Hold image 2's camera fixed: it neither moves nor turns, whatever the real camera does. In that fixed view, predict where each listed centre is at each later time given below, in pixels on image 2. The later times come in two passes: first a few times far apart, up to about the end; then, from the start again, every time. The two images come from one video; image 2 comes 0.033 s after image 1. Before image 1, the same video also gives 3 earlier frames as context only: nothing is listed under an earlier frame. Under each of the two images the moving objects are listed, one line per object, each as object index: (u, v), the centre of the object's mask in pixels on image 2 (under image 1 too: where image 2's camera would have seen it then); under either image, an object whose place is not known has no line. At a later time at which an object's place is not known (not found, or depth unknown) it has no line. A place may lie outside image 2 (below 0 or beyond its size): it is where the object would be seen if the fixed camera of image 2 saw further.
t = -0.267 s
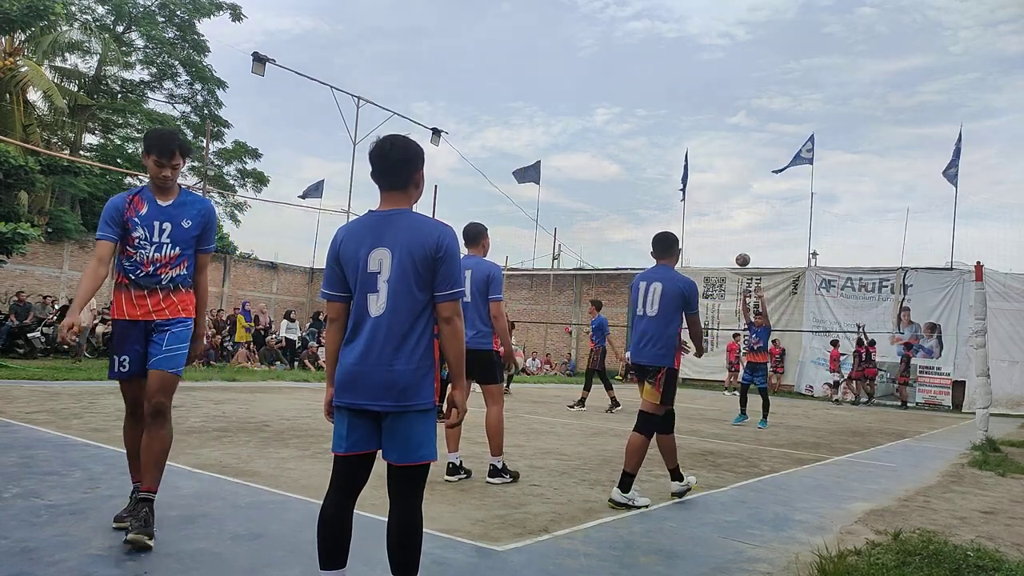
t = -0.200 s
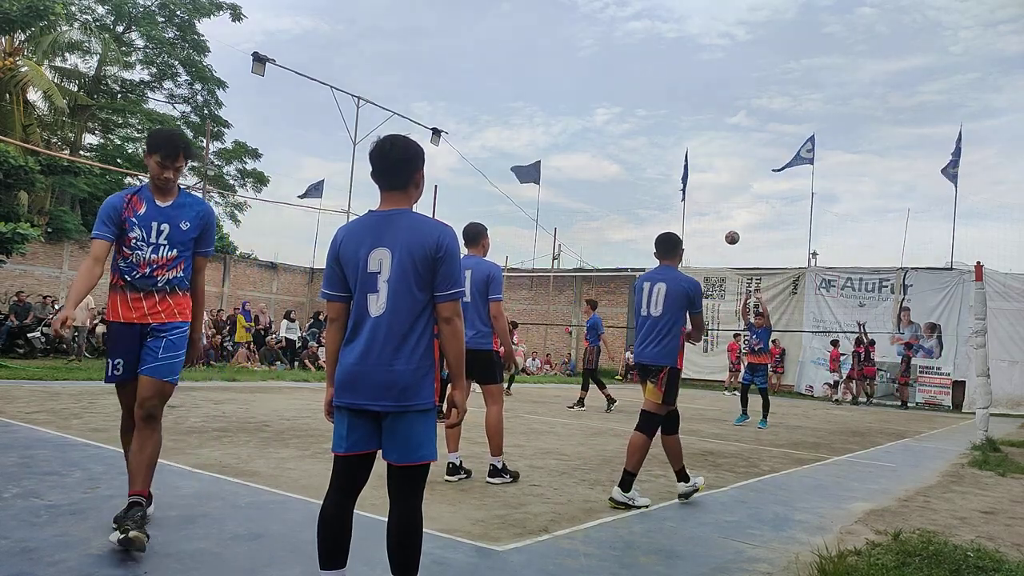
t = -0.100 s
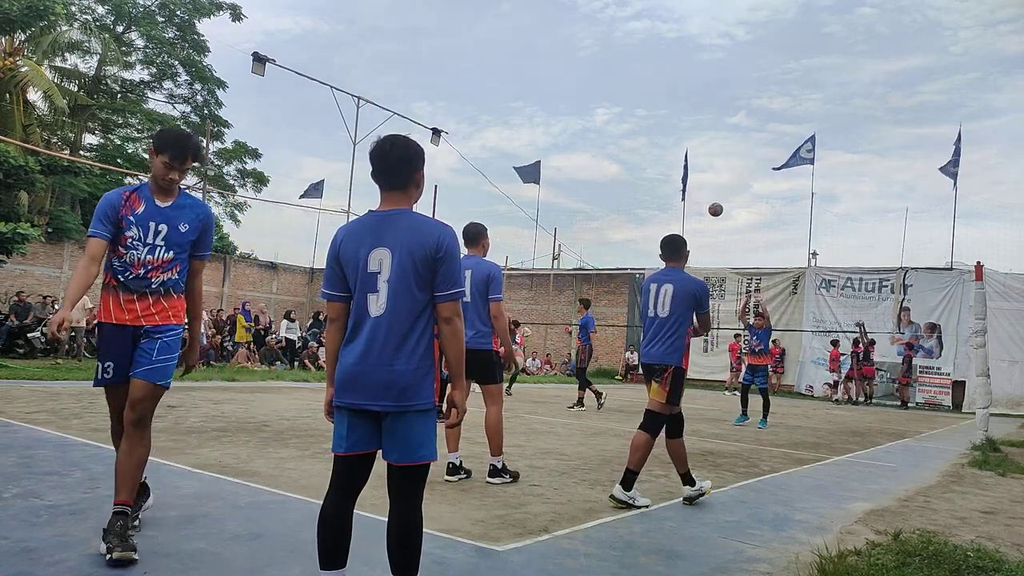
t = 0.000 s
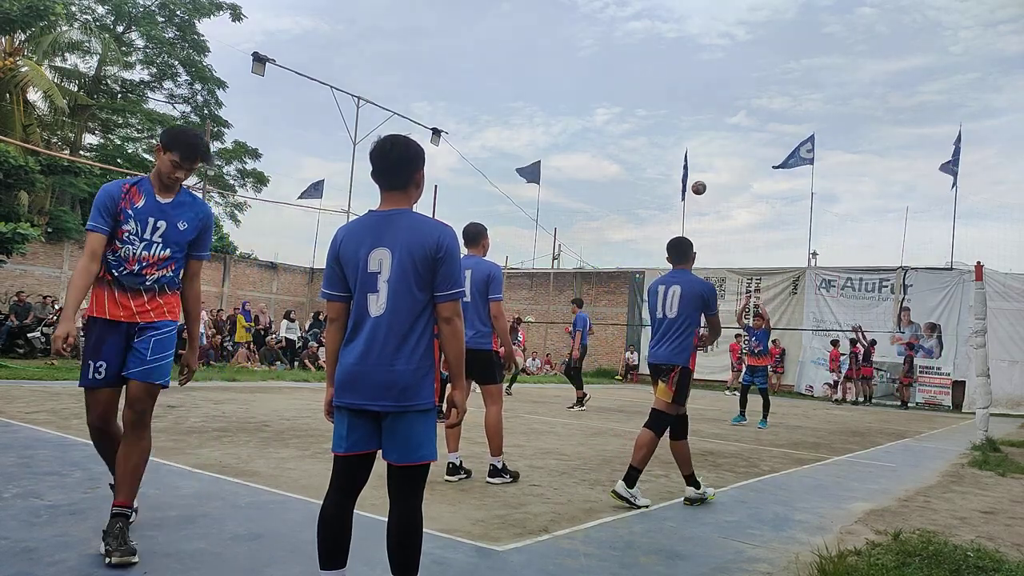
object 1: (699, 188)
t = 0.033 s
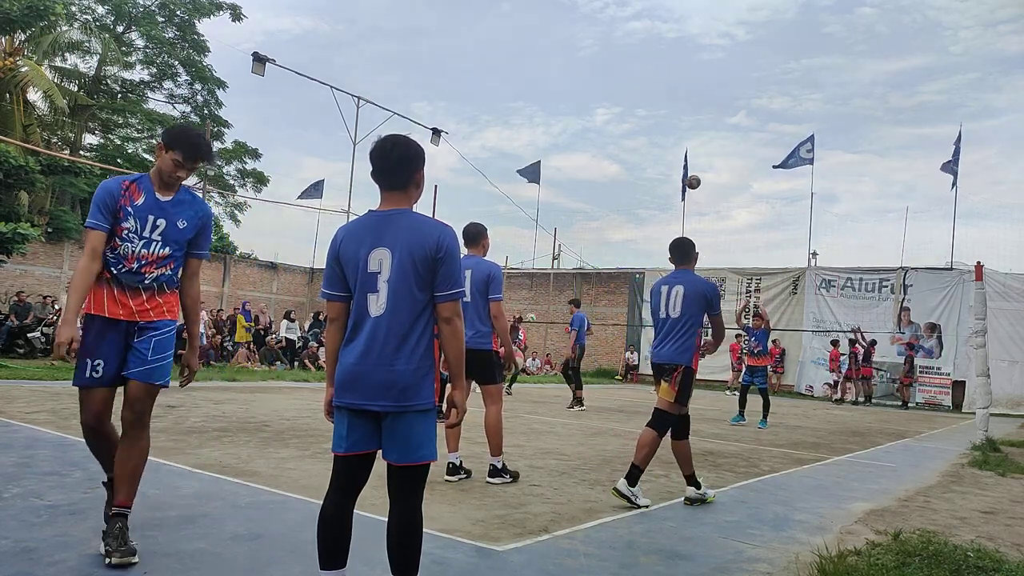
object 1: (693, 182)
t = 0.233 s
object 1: (657, 162)
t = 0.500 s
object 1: (604, 179)
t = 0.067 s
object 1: (687, 177)
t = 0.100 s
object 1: (681, 172)
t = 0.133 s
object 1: (675, 169)
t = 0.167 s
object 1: (669, 166)
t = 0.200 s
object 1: (663, 164)
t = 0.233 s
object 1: (657, 162)
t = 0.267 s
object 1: (650, 162)
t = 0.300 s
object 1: (644, 162)
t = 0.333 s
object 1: (638, 163)
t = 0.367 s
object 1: (631, 164)
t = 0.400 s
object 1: (624, 167)
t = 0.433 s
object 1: (618, 170)
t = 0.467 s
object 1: (611, 174)
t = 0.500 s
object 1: (604, 179)
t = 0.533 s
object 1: (597, 185)
